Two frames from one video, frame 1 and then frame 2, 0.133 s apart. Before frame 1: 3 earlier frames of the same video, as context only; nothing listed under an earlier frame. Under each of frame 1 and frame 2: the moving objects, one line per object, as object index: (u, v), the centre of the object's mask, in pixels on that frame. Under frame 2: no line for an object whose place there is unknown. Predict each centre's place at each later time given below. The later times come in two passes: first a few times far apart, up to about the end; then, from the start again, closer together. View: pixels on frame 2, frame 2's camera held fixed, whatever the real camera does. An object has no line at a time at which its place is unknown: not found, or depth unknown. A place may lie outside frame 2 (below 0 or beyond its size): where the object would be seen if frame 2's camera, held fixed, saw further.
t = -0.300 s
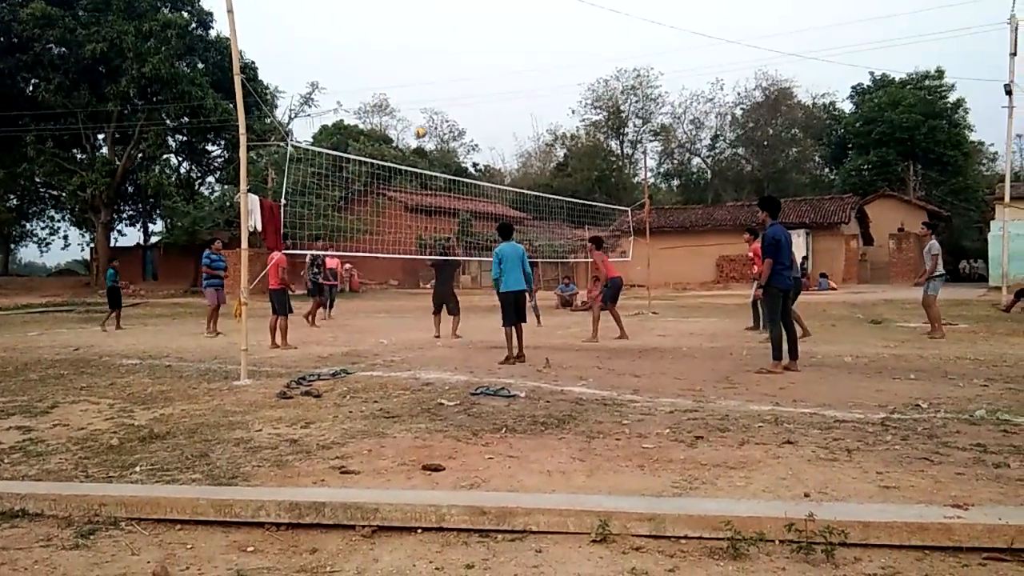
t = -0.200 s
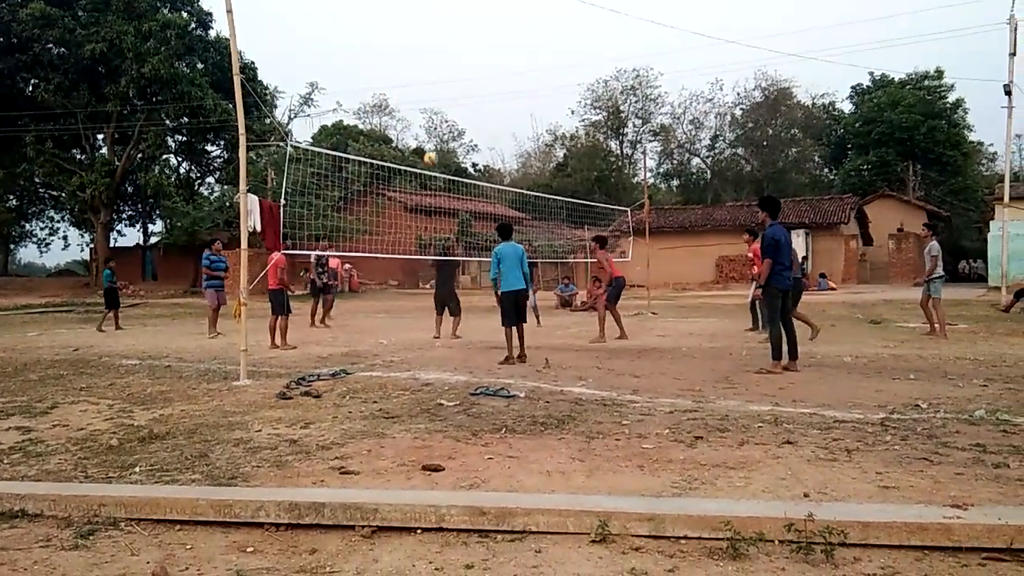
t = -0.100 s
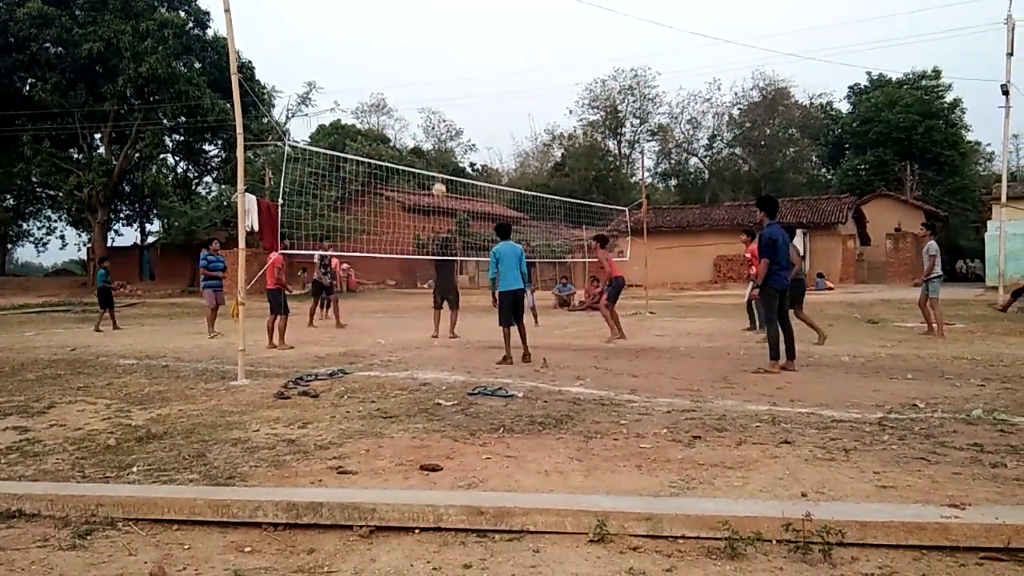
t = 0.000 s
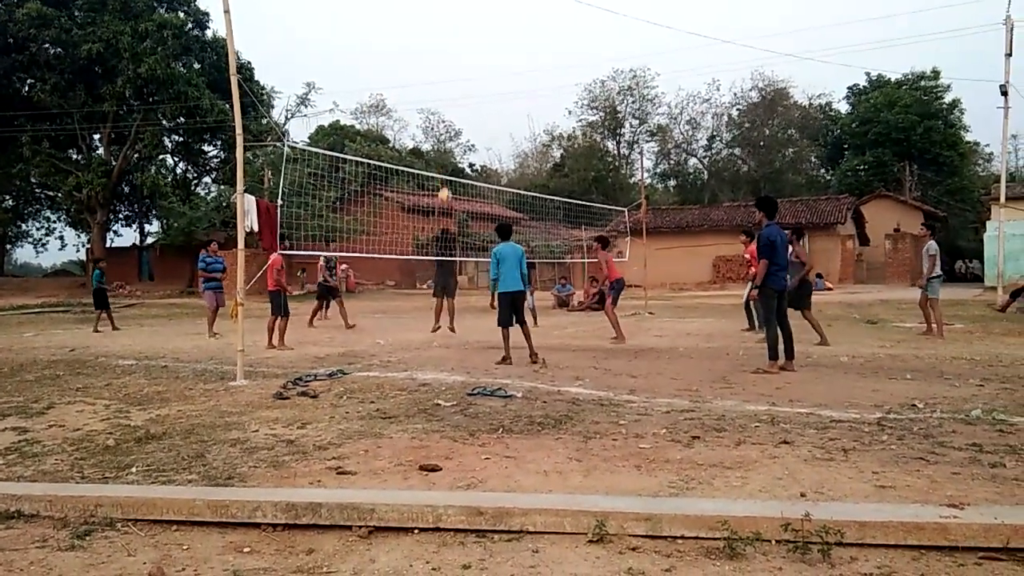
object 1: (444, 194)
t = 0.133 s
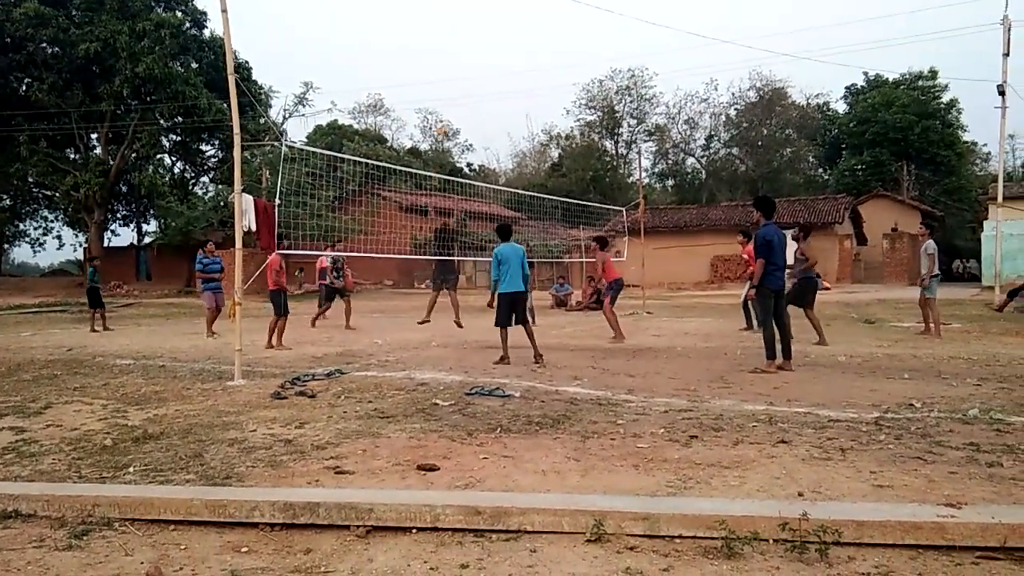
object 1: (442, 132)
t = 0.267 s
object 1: (444, 73)
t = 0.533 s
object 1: (448, -2)
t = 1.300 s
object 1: (461, 29)
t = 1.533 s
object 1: (466, 119)
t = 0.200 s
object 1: (444, 100)
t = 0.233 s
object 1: (444, 86)
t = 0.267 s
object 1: (444, 73)
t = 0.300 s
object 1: (444, 60)
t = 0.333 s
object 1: (445, 50)
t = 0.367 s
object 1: (445, 38)
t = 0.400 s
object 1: (446, 28)
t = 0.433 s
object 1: (446, 18)
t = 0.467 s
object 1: (447, 10)
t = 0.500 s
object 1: (447, 2)
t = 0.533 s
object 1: (448, -2)
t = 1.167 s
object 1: (458, -1)
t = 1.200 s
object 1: (459, 3)
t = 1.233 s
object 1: (459, 9)
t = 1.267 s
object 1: (460, 19)
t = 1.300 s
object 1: (461, 29)
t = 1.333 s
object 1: (461, 39)
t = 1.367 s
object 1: (462, 51)
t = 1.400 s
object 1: (463, 63)
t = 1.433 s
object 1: (464, 76)
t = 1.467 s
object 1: (464, 89)
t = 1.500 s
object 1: (465, 104)
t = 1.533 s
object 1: (466, 119)
